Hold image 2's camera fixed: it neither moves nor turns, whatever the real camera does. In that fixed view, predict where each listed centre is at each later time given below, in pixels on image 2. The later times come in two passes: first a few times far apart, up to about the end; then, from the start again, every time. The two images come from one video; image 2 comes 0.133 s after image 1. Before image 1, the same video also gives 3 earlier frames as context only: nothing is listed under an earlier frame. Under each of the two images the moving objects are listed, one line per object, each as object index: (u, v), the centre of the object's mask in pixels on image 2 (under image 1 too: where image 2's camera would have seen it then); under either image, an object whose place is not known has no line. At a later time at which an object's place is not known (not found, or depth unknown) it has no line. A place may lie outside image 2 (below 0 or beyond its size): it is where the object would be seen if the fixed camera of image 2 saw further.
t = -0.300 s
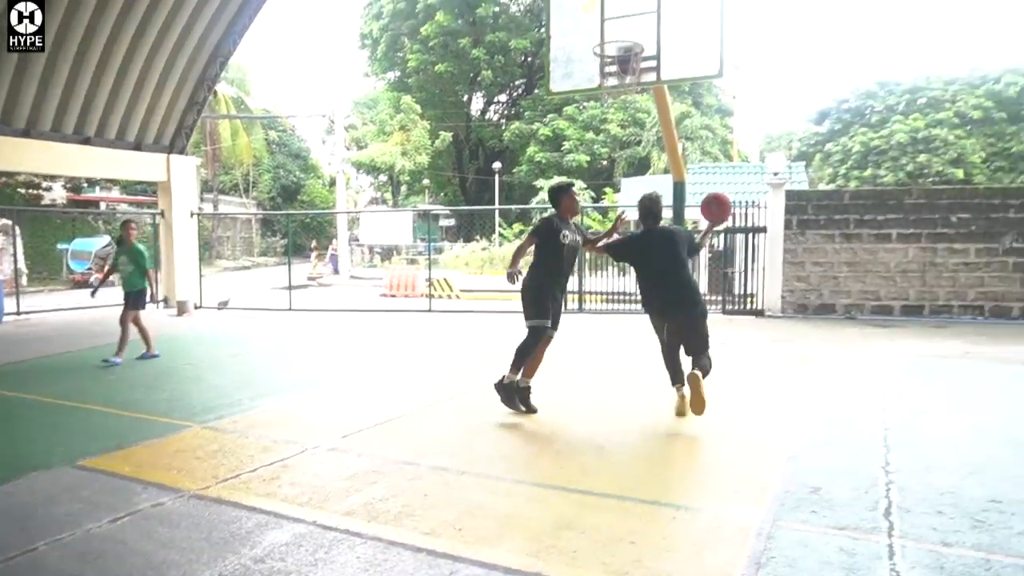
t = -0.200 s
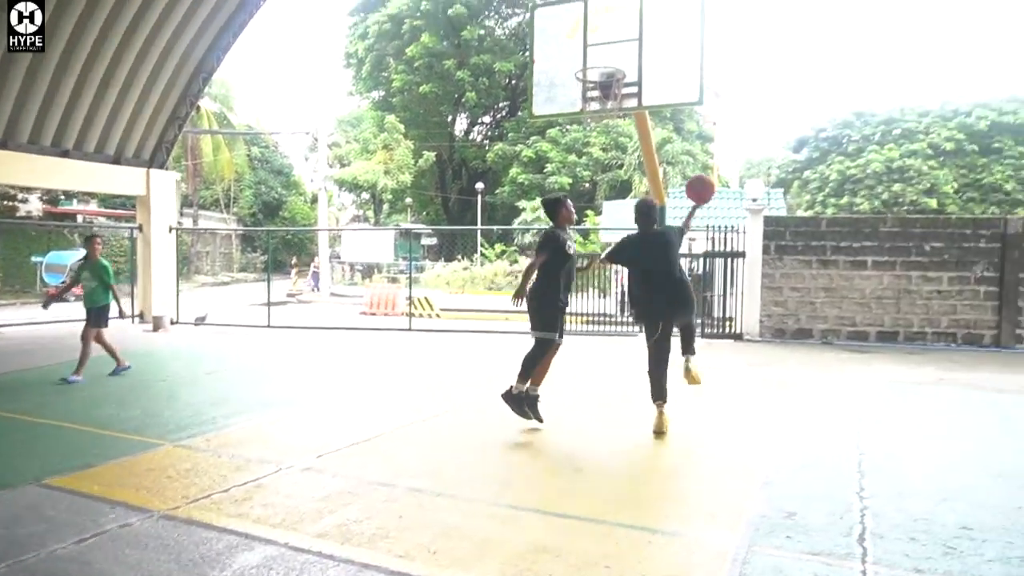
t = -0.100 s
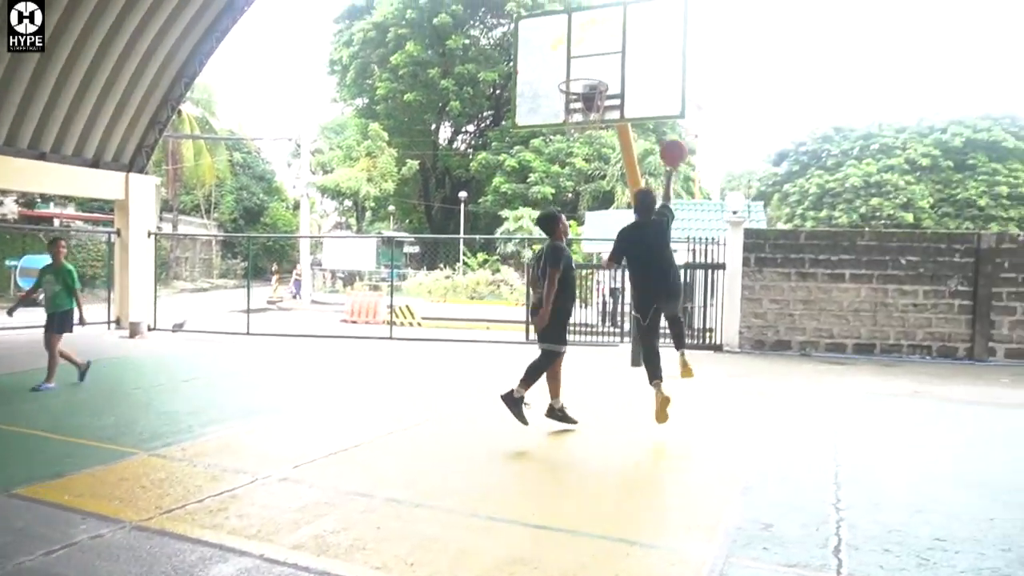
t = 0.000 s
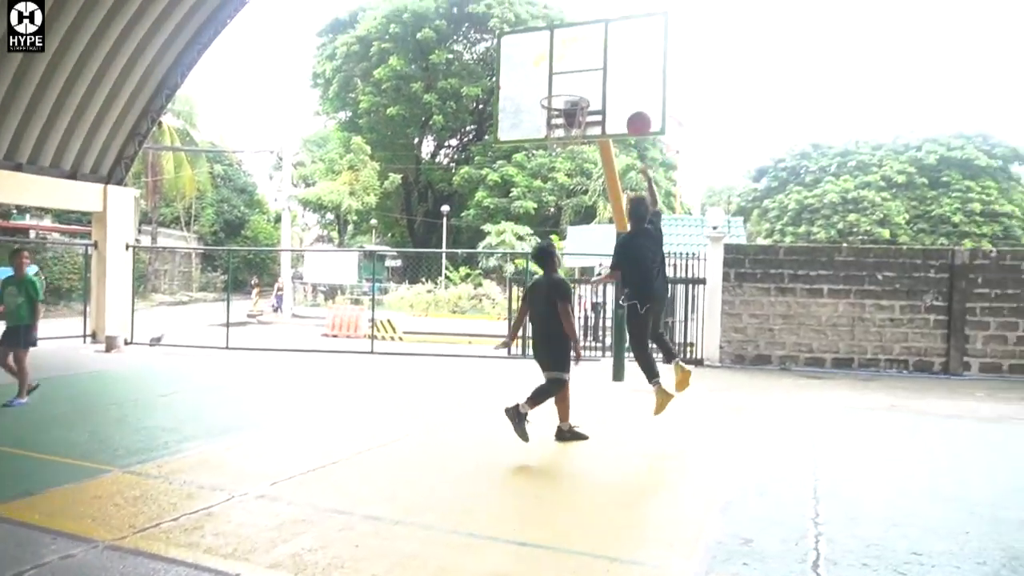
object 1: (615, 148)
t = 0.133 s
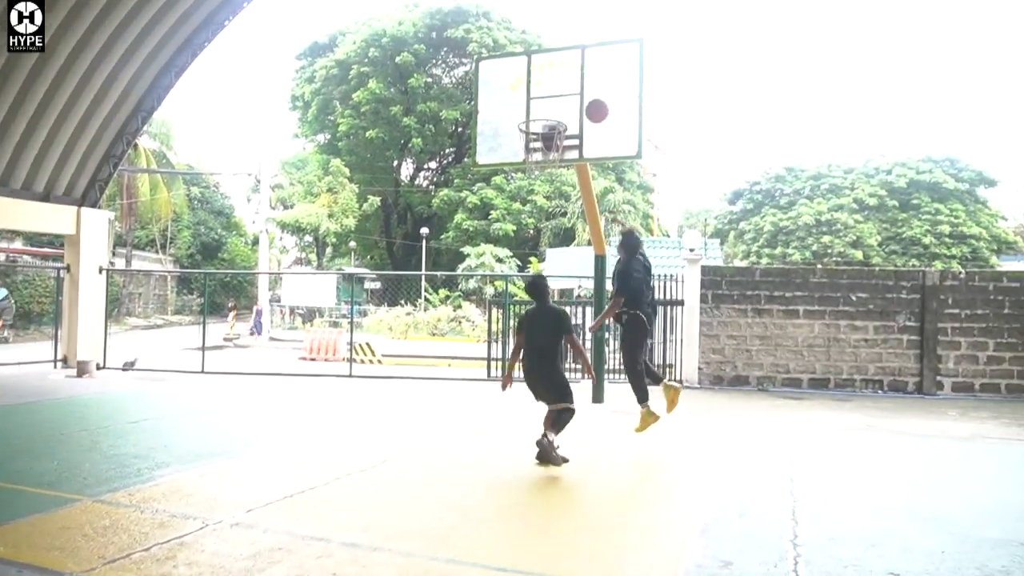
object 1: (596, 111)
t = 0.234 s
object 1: (583, 97)
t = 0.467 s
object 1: (555, 90)
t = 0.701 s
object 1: (533, 115)
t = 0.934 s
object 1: (543, 126)
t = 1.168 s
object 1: (522, 148)
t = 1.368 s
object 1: (525, 173)
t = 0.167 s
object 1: (592, 105)
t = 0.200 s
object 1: (587, 101)
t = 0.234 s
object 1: (583, 97)
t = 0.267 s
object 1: (578, 95)
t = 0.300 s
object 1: (575, 94)
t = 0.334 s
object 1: (571, 94)
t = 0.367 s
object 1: (567, 92)
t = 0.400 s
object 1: (563, 91)
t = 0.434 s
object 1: (559, 90)
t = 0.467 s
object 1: (555, 90)
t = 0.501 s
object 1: (551, 92)
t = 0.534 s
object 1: (546, 94)
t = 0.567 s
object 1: (542, 97)
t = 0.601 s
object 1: (539, 102)
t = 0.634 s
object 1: (534, 108)
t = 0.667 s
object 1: (530, 115)
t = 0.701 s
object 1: (533, 115)
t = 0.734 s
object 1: (537, 115)
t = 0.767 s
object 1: (541, 116)
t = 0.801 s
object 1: (545, 119)
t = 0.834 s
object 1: (548, 122)
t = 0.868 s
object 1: (550, 124)
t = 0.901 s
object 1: (546, 125)
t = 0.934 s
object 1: (543, 126)
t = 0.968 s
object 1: (538, 128)
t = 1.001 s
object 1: (535, 130)
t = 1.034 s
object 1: (529, 133)
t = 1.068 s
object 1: (527, 138)
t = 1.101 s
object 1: (524, 143)
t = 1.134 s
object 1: (523, 144)
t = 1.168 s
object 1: (522, 148)
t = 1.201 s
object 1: (522, 152)
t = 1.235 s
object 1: (522, 155)
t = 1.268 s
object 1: (523, 159)
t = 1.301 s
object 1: (523, 163)
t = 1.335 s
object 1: (524, 168)
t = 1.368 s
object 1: (525, 173)
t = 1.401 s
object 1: (527, 181)
